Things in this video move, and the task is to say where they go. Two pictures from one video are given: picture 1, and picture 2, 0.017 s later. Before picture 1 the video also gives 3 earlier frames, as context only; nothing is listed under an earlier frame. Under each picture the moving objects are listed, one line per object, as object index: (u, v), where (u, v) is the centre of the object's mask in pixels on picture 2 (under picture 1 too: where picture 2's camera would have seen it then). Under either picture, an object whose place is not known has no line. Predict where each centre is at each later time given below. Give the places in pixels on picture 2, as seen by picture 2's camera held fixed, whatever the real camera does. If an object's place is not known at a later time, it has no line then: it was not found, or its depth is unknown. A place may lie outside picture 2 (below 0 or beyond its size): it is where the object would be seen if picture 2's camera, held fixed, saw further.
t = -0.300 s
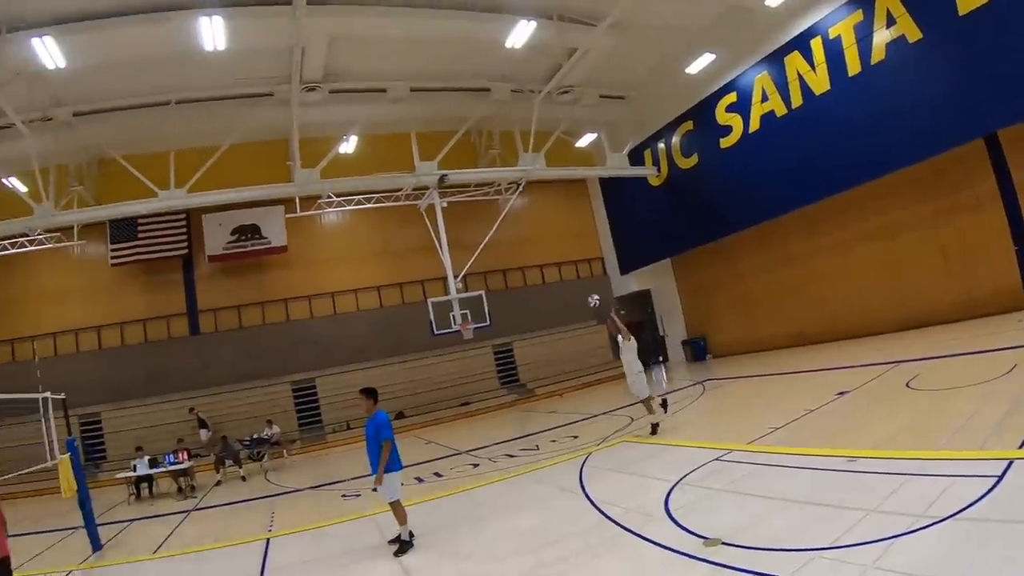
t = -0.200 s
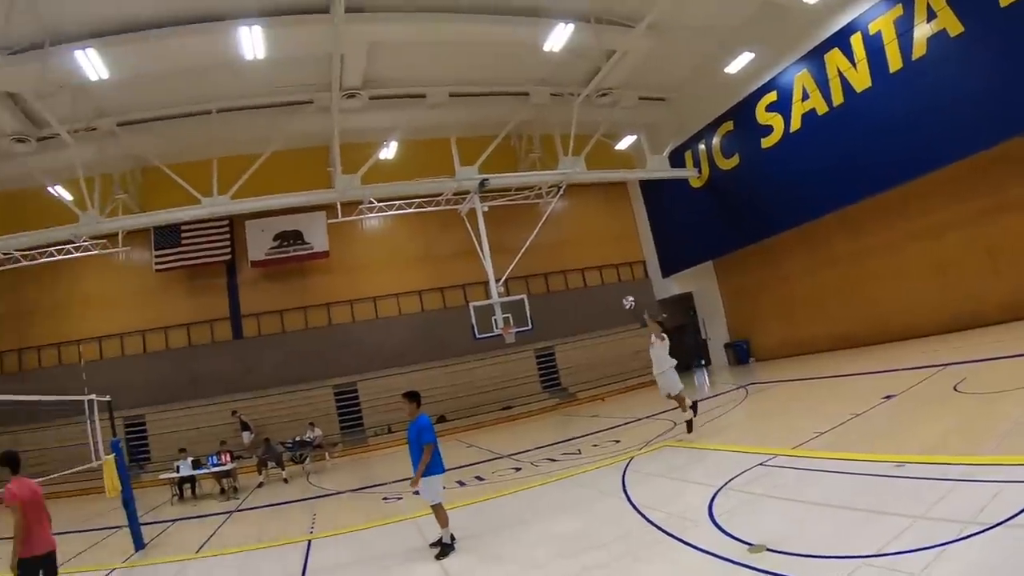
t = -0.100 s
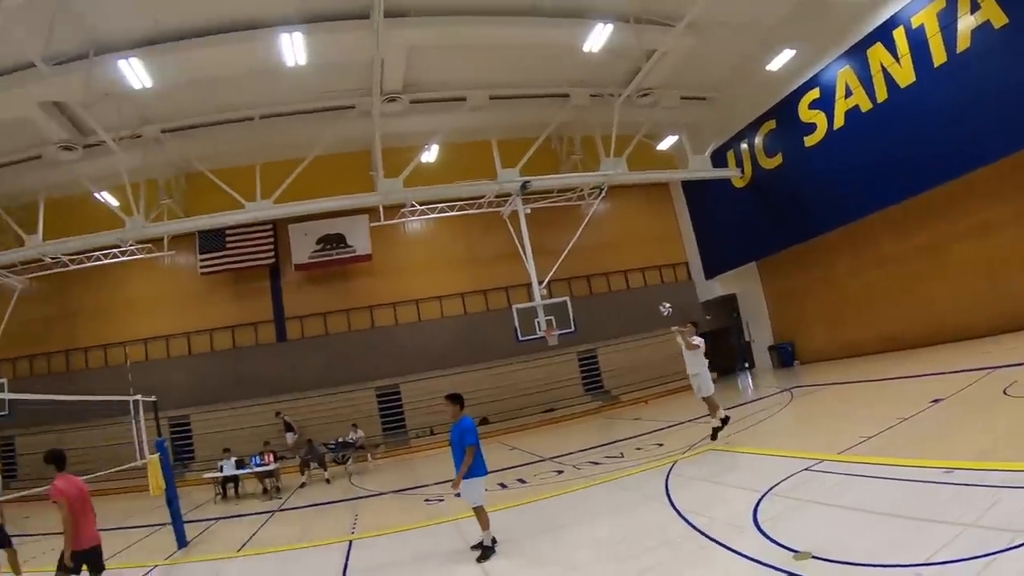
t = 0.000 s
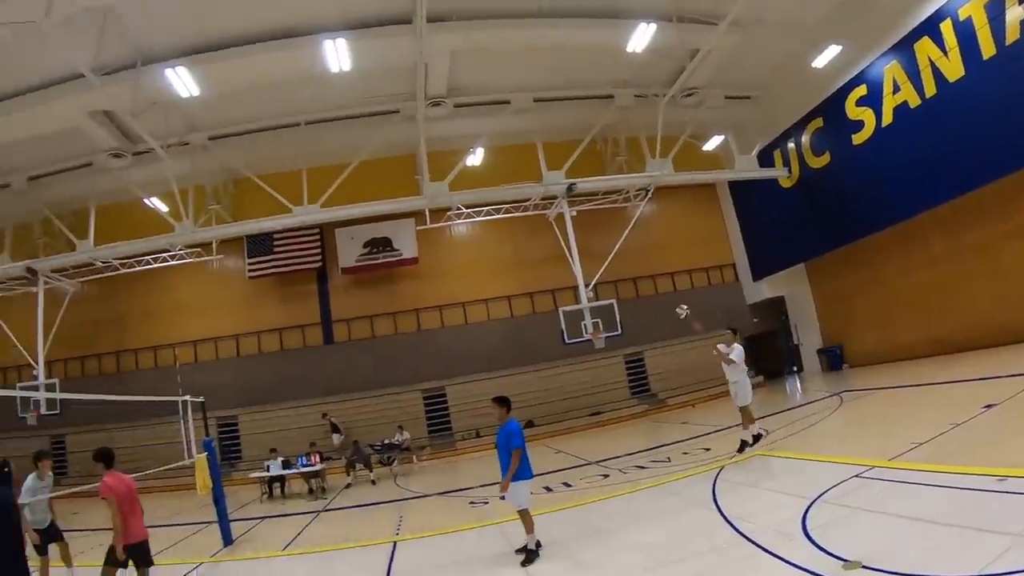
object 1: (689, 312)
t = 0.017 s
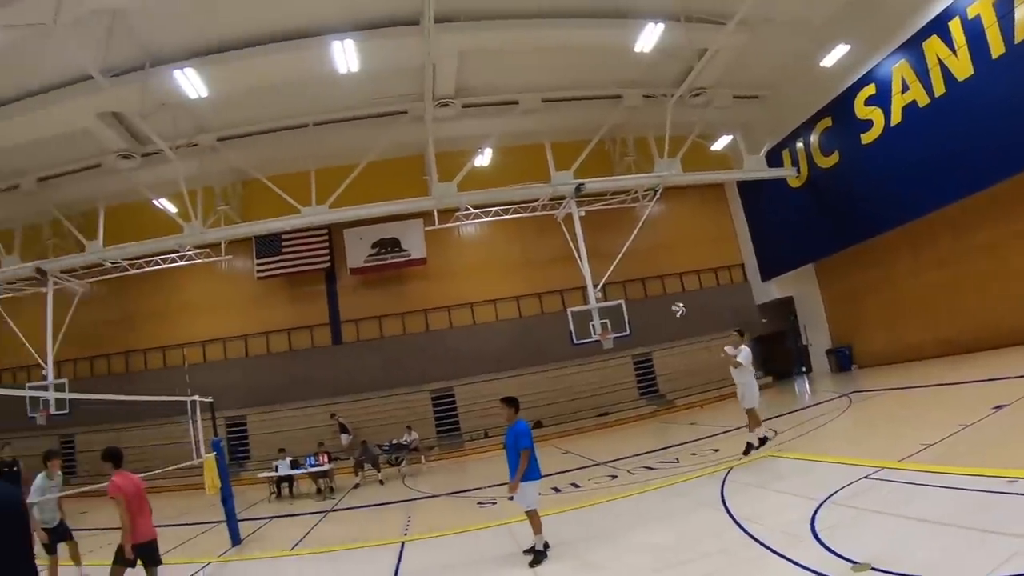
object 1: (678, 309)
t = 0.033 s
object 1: (667, 306)
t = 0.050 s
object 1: (656, 305)
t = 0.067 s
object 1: (643, 303)
